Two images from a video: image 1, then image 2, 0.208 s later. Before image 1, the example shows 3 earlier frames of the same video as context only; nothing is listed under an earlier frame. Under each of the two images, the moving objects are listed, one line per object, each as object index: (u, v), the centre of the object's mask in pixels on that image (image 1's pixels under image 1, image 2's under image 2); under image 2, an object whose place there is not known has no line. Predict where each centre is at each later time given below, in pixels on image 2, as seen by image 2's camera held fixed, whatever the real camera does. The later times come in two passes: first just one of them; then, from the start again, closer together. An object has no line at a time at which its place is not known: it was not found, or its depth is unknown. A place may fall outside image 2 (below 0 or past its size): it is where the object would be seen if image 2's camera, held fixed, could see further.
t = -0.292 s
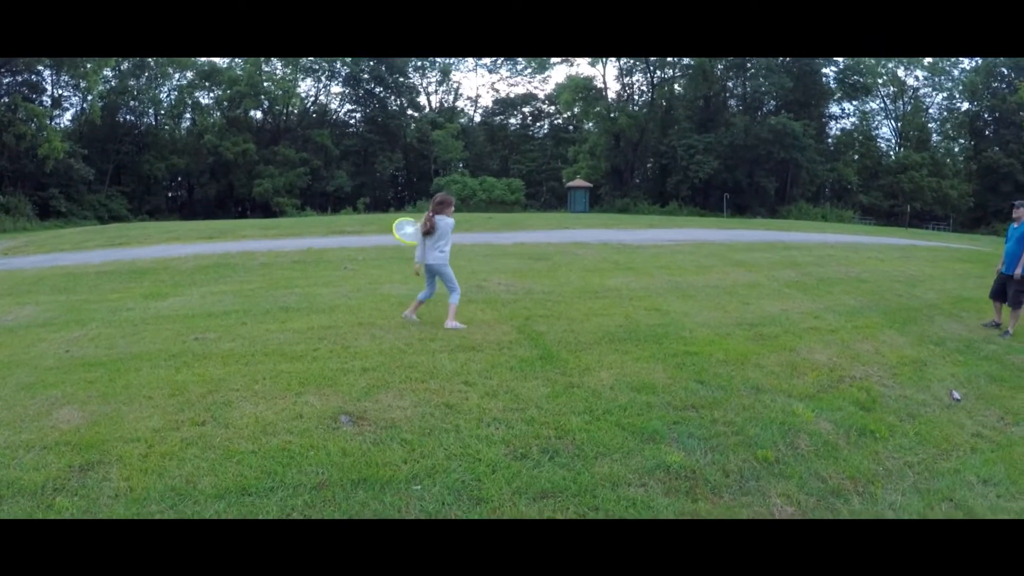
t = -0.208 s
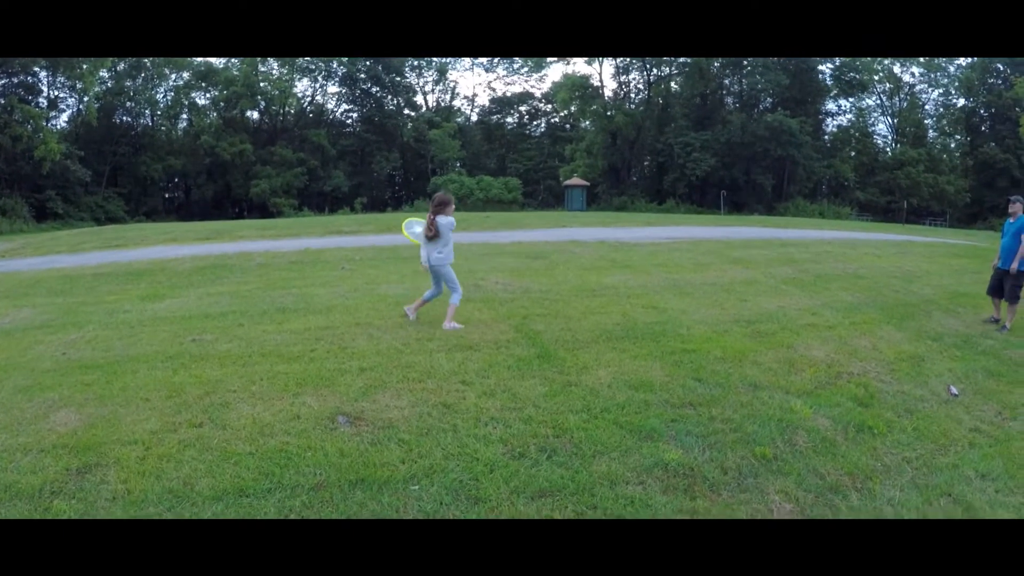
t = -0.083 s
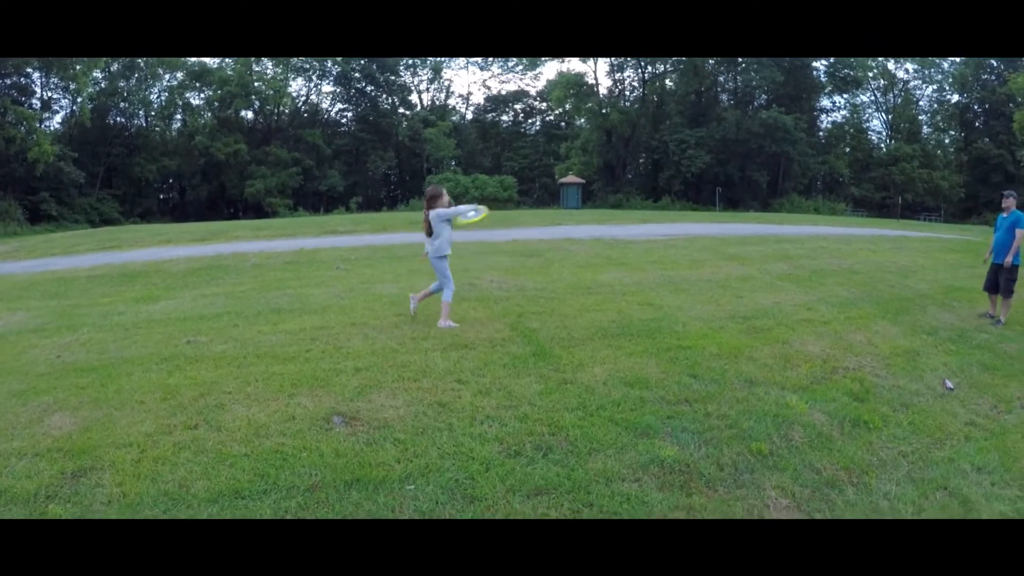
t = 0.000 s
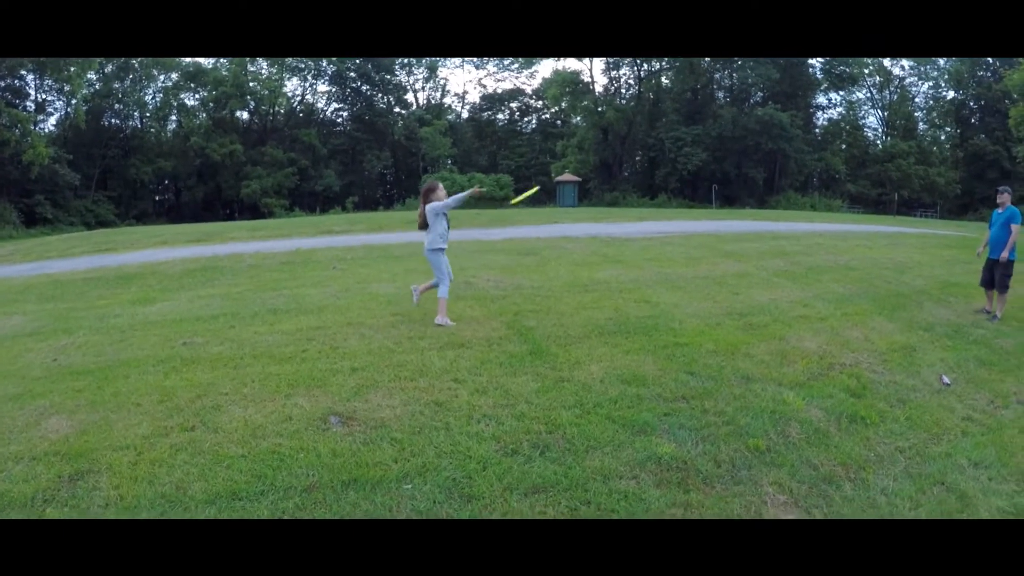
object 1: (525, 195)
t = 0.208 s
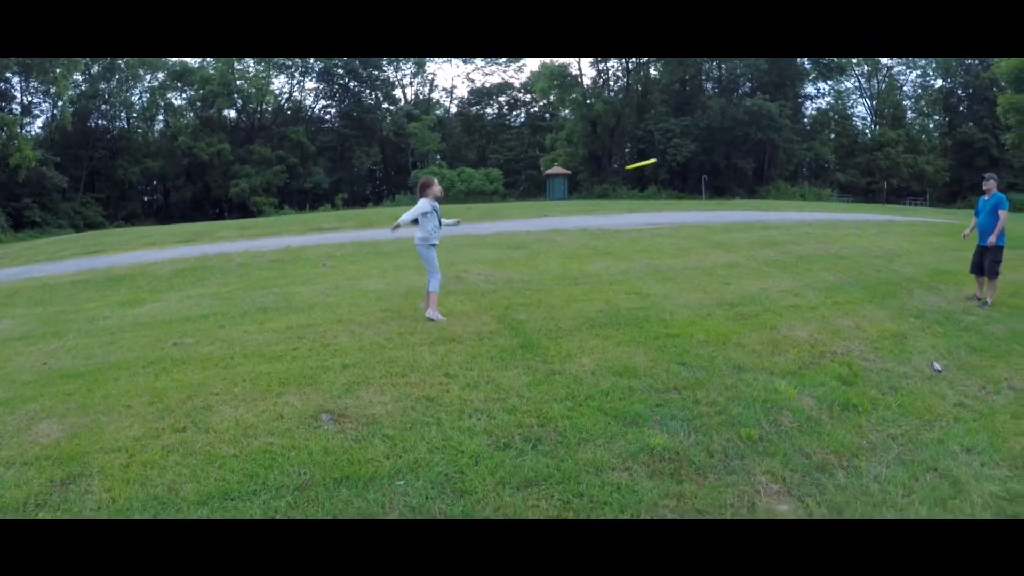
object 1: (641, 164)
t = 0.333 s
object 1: (703, 160)
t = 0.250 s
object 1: (663, 162)
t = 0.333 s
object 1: (703, 160)
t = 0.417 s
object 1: (739, 162)
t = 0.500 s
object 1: (768, 164)
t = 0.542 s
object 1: (783, 169)
